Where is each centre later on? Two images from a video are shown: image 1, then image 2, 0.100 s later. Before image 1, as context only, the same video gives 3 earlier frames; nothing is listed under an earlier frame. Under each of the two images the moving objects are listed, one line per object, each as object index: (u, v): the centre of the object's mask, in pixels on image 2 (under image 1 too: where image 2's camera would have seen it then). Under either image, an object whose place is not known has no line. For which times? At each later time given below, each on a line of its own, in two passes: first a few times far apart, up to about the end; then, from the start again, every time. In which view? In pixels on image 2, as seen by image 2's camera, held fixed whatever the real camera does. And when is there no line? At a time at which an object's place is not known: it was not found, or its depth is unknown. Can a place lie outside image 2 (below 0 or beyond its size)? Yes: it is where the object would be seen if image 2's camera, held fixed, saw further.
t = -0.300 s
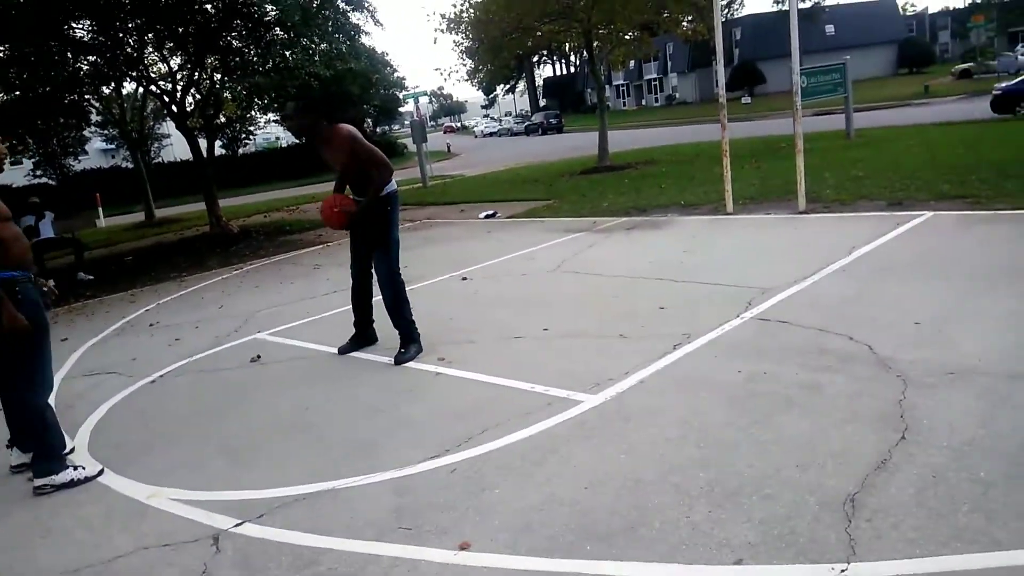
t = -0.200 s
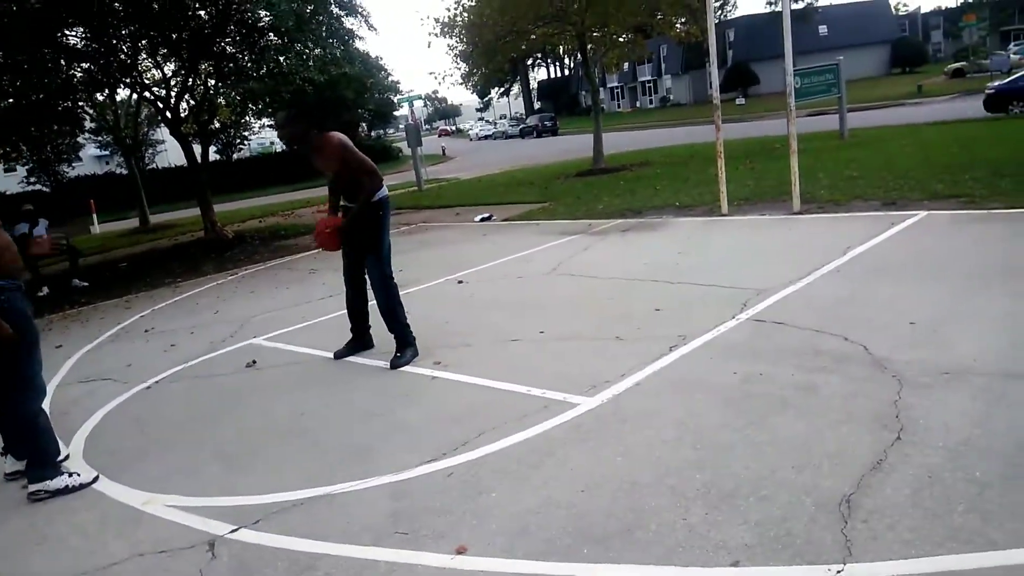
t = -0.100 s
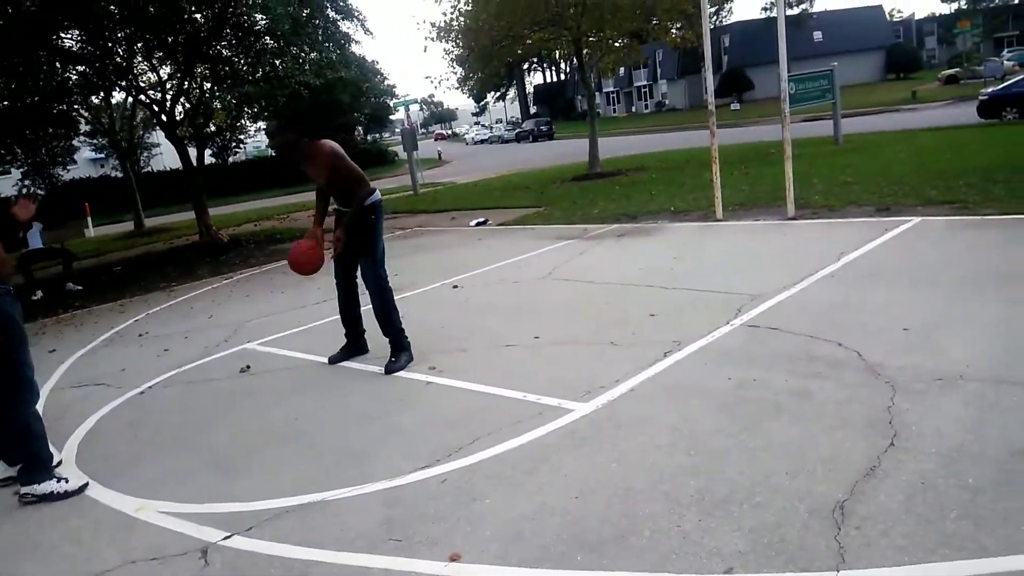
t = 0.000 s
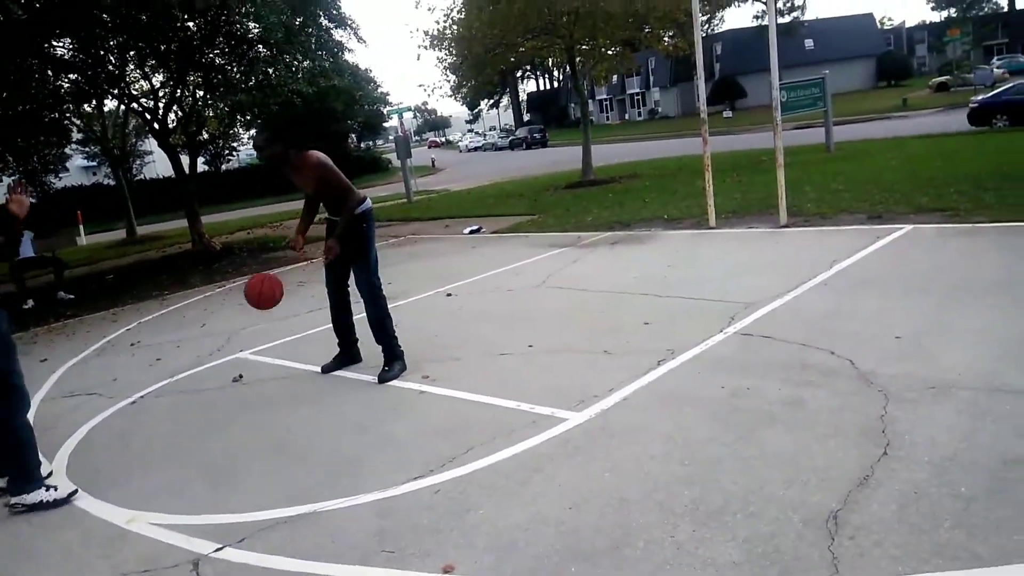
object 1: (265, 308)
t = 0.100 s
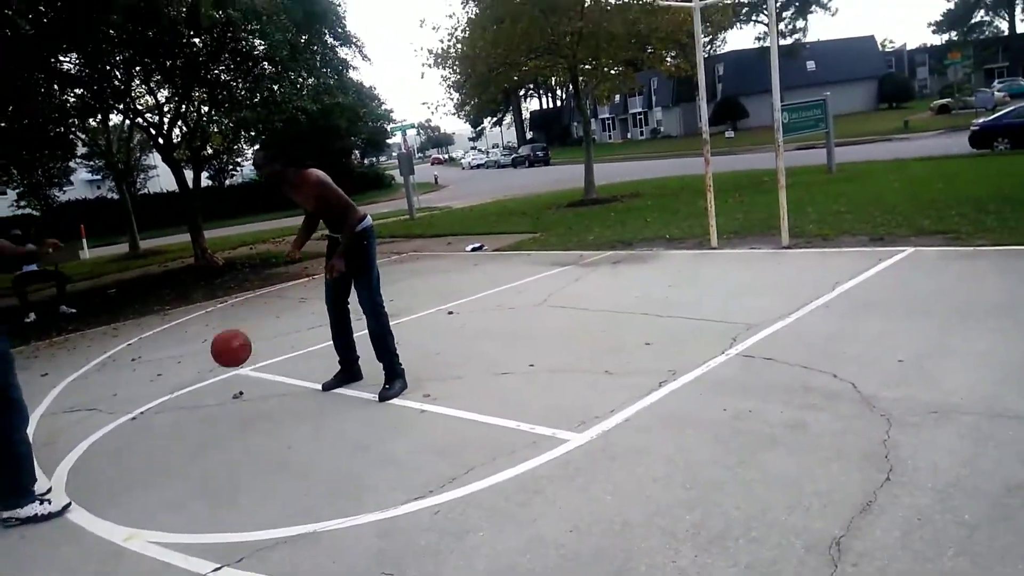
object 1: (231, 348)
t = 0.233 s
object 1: (189, 426)
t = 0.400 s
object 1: (116, 379)
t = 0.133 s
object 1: (220, 365)
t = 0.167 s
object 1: (210, 384)
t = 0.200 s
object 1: (199, 405)
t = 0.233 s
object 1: (189, 426)
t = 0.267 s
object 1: (174, 413)
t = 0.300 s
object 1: (160, 403)
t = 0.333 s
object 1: (145, 393)
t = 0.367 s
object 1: (131, 386)
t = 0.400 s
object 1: (116, 379)
